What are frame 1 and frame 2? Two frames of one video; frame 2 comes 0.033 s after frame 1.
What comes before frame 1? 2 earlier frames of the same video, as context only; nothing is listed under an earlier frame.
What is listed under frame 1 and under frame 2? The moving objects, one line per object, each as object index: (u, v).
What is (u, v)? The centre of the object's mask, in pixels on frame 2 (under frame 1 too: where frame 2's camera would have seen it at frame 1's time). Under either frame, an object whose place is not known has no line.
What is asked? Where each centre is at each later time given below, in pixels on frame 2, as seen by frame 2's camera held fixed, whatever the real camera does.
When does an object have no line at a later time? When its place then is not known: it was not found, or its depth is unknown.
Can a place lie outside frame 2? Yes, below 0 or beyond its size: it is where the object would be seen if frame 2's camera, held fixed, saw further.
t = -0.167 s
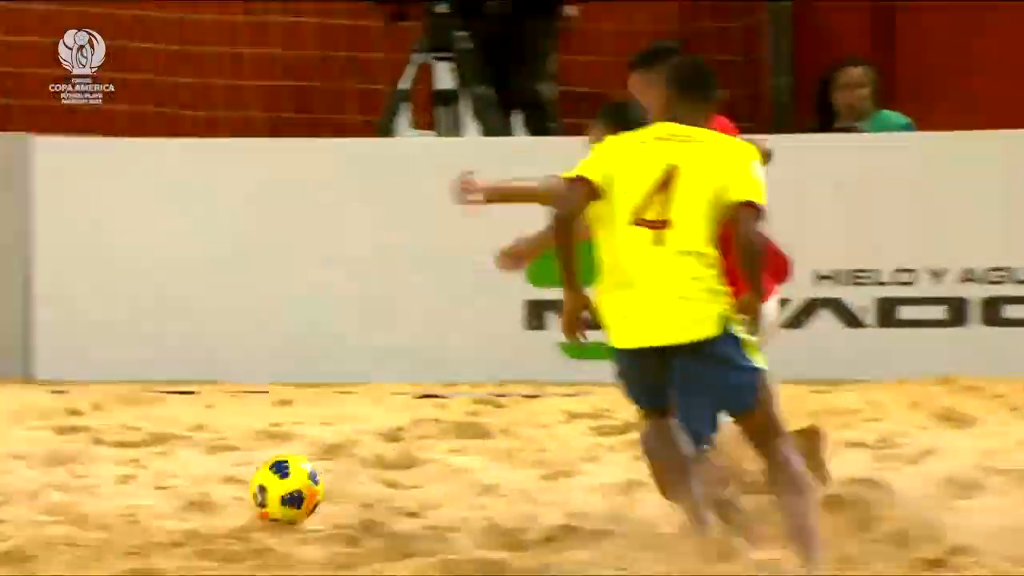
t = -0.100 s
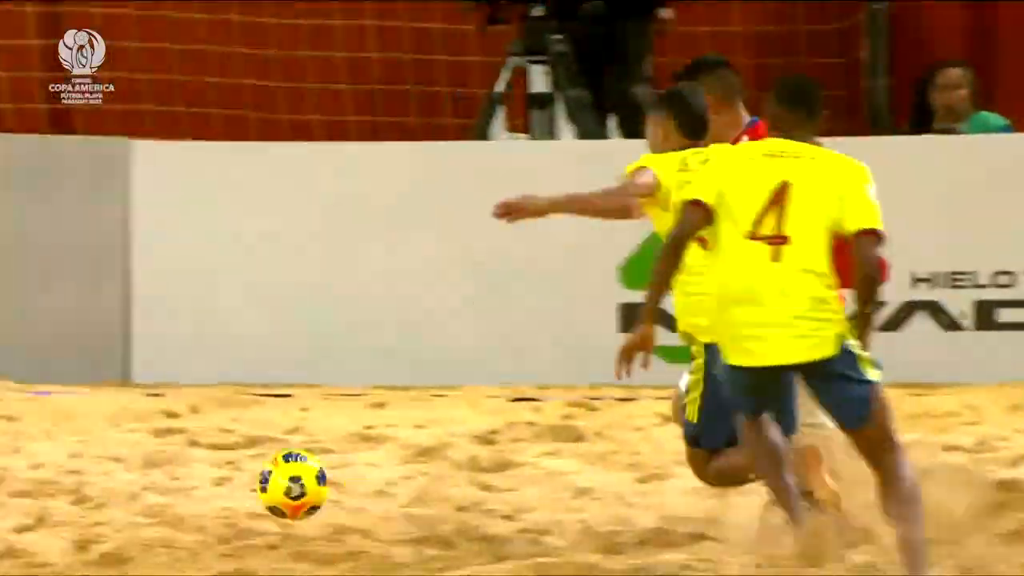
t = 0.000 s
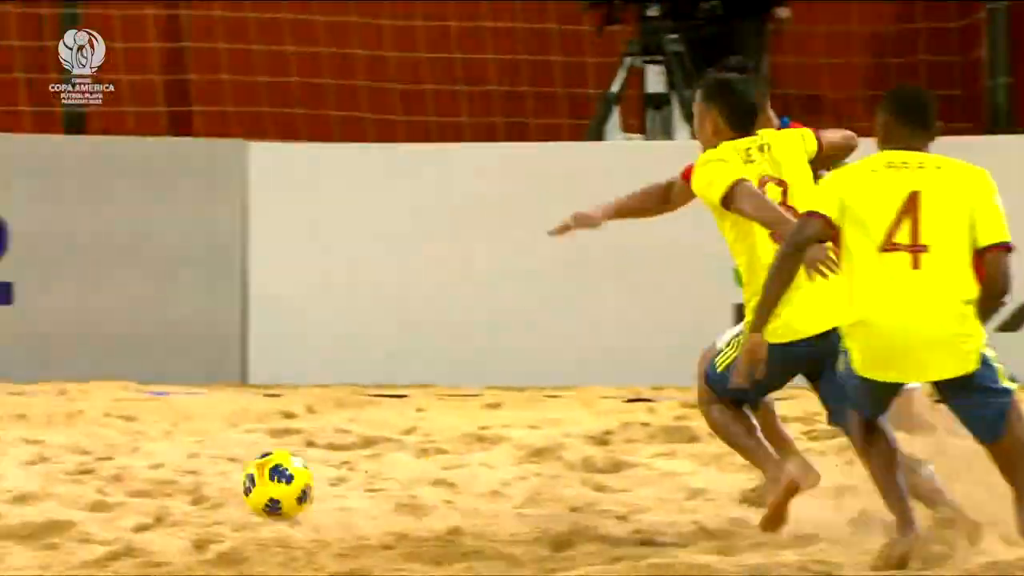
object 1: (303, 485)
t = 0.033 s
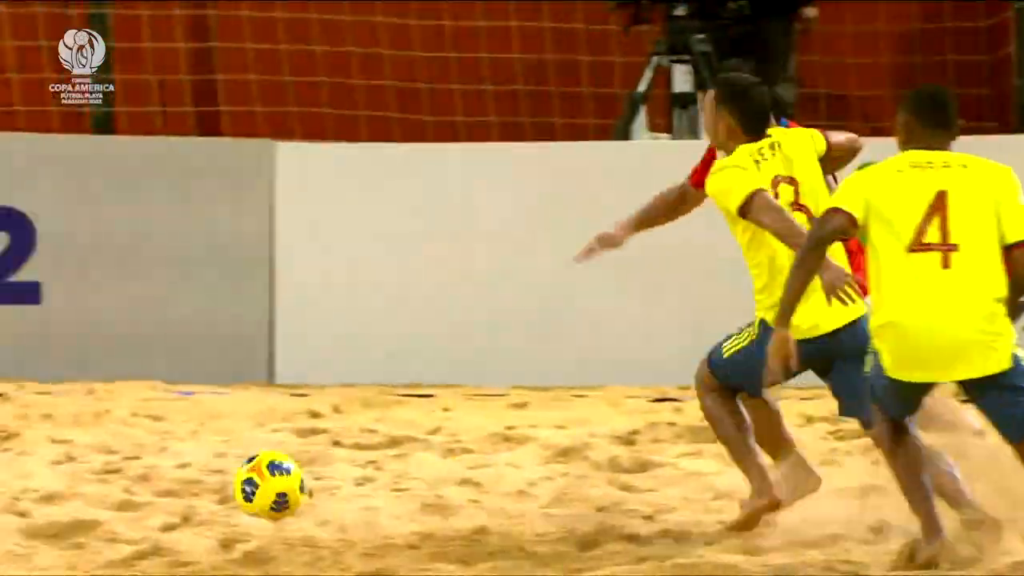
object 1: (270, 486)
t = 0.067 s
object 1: (228, 487)
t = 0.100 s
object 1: (193, 494)
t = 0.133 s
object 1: (159, 498)
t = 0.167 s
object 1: (133, 494)
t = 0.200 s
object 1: (115, 490)
